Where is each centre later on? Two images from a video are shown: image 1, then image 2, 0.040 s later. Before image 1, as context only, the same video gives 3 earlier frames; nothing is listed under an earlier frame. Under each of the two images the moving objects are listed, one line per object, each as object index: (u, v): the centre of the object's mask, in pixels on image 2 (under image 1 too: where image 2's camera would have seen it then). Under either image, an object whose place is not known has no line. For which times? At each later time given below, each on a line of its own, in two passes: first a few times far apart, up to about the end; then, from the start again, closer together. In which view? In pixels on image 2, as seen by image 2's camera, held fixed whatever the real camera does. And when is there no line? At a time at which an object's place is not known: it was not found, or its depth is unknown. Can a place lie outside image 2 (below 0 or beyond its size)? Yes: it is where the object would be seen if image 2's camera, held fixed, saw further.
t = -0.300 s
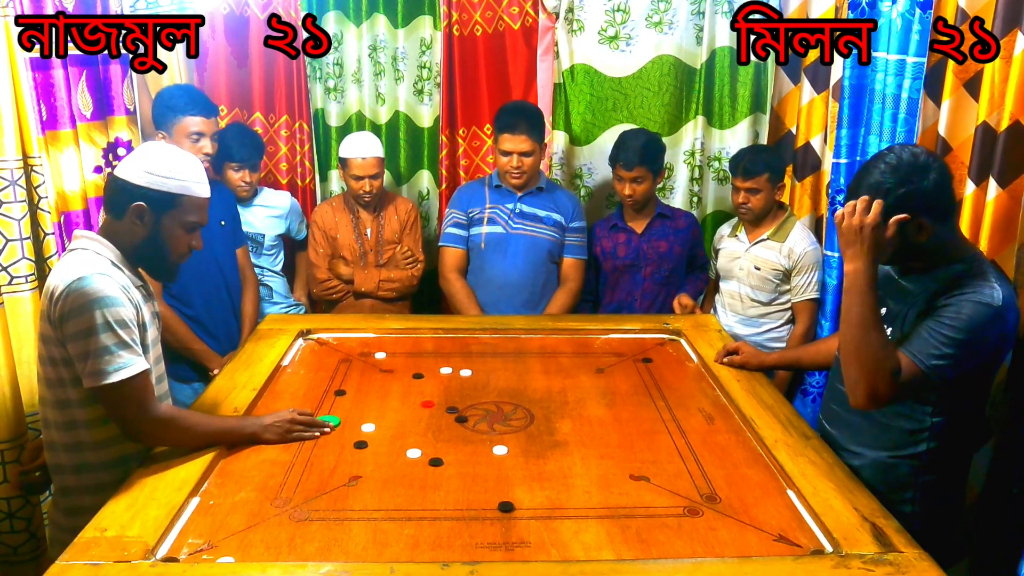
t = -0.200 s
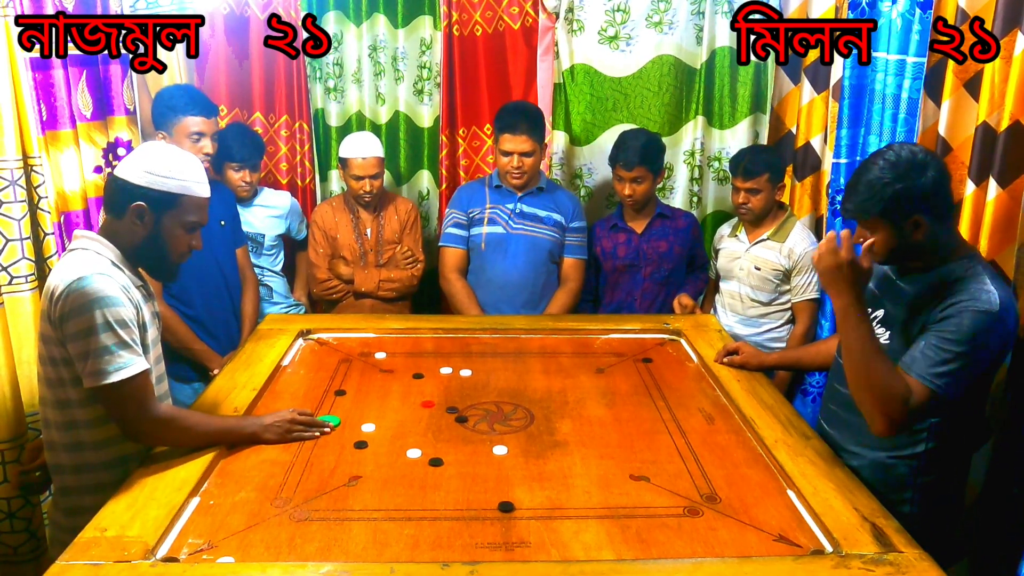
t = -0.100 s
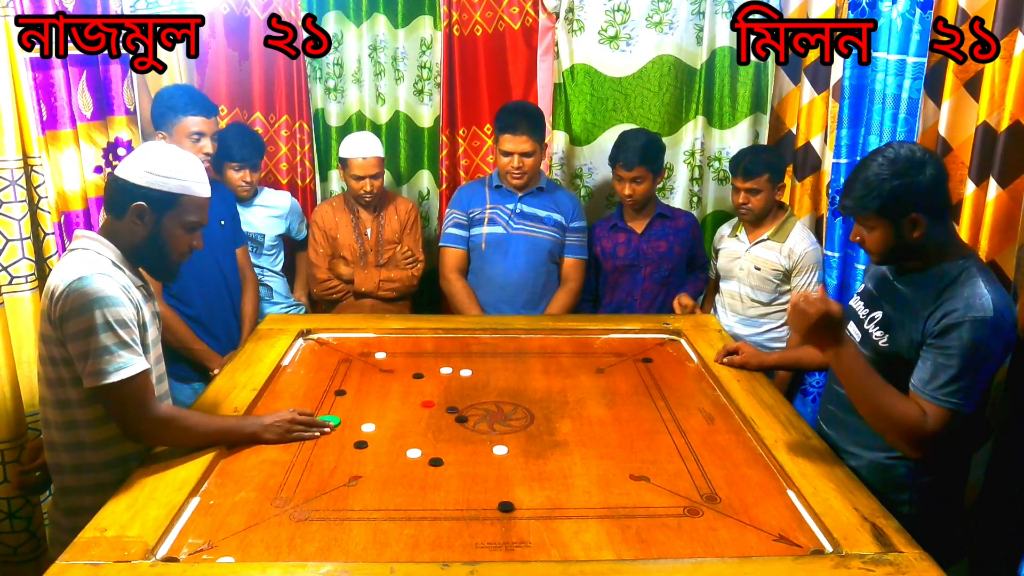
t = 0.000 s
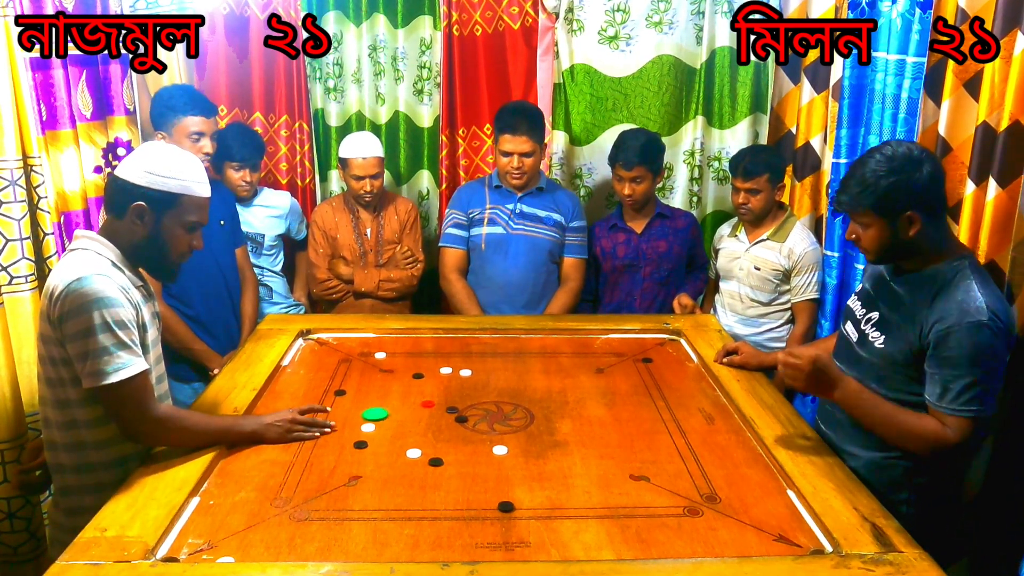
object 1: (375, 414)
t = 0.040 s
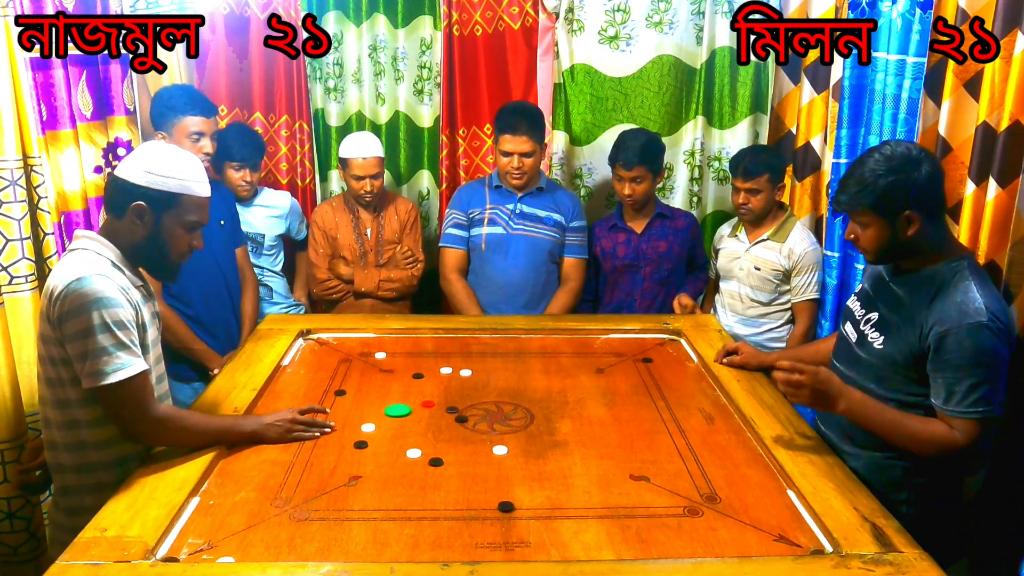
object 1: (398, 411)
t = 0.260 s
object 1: (467, 400)
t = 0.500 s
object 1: (501, 394)
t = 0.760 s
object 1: (508, 393)
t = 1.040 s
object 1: (508, 393)
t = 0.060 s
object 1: (409, 409)
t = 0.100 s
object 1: (425, 407)
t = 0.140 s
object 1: (438, 405)
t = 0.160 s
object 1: (443, 404)
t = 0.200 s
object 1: (453, 402)
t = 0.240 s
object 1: (463, 401)
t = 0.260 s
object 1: (467, 400)
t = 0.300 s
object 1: (475, 399)
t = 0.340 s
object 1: (481, 398)
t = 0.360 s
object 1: (485, 397)
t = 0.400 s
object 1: (491, 396)
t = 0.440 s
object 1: (495, 395)
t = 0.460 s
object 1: (498, 395)
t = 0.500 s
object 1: (501, 394)
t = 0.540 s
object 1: (504, 394)
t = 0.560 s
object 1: (505, 394)
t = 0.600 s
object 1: (507, 394)
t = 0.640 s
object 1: (508, 393)
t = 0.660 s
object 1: (508, 393)
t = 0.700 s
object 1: (508, 393)
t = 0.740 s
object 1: (508, 393)
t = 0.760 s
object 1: (508, 393)
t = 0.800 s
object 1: (508, 393)
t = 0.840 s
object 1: (508, 393)
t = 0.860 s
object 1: (508, 393)
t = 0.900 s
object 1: (508, 393)
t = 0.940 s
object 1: (508, 393)
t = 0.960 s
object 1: (508, 393)
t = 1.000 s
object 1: (508, 393)
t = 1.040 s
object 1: (508, 393)
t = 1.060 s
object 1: (508, 393)
